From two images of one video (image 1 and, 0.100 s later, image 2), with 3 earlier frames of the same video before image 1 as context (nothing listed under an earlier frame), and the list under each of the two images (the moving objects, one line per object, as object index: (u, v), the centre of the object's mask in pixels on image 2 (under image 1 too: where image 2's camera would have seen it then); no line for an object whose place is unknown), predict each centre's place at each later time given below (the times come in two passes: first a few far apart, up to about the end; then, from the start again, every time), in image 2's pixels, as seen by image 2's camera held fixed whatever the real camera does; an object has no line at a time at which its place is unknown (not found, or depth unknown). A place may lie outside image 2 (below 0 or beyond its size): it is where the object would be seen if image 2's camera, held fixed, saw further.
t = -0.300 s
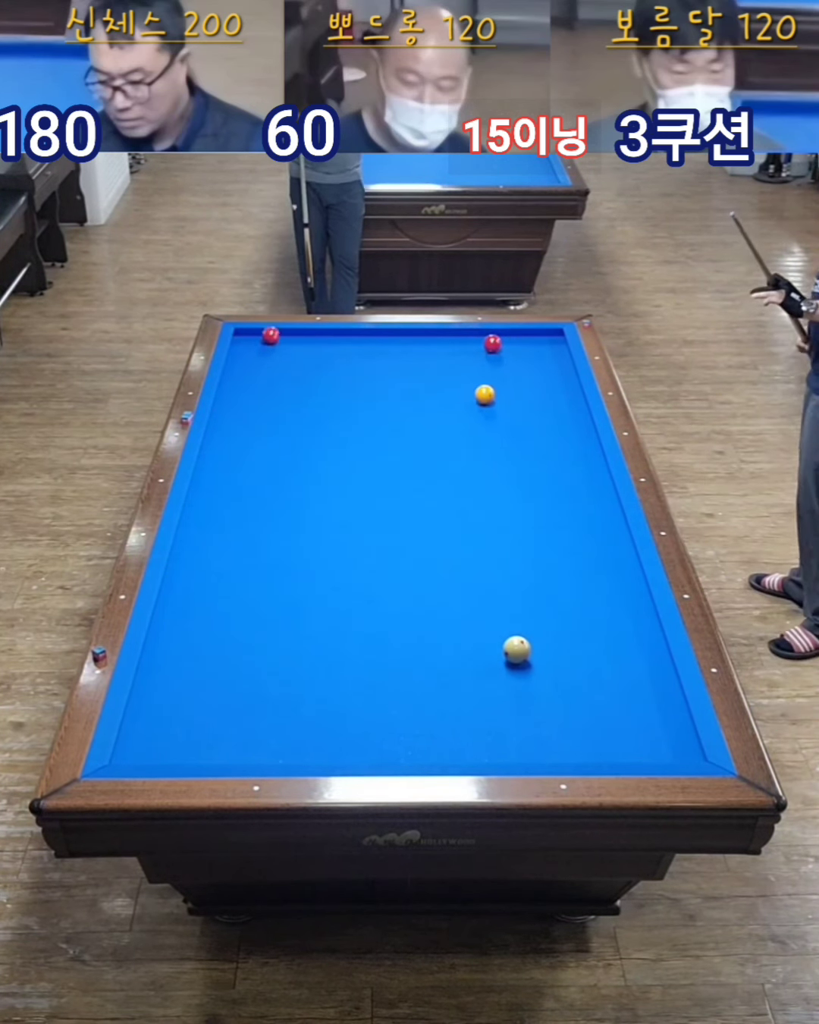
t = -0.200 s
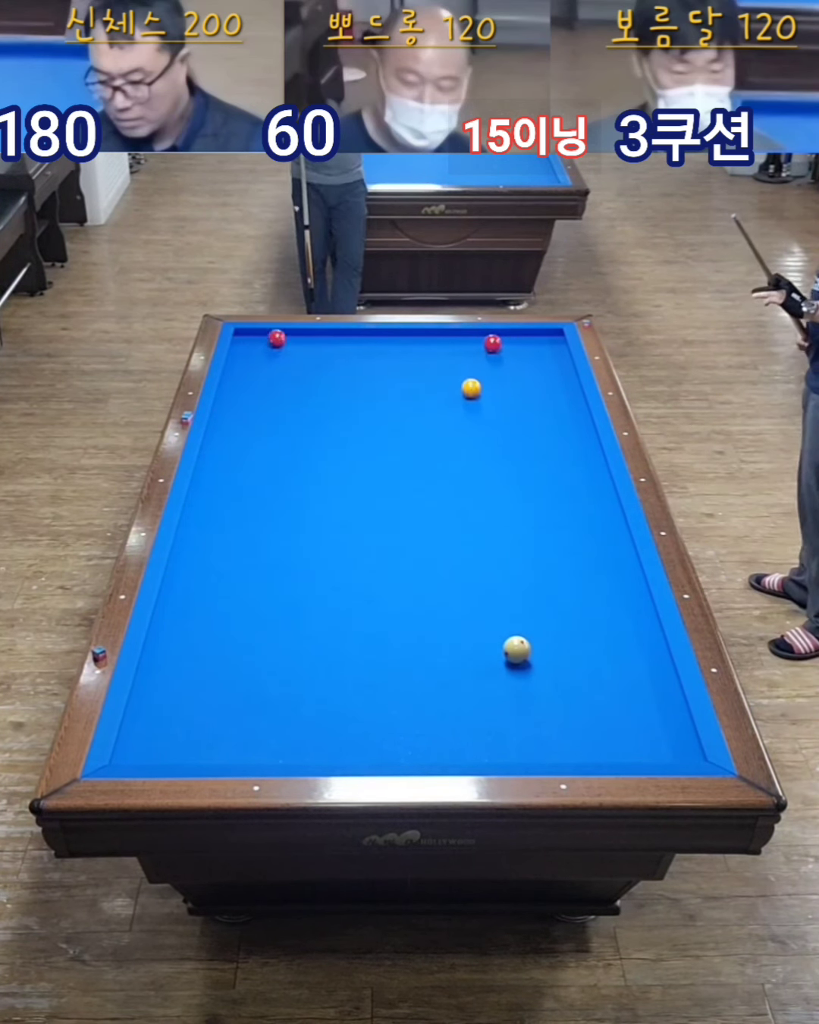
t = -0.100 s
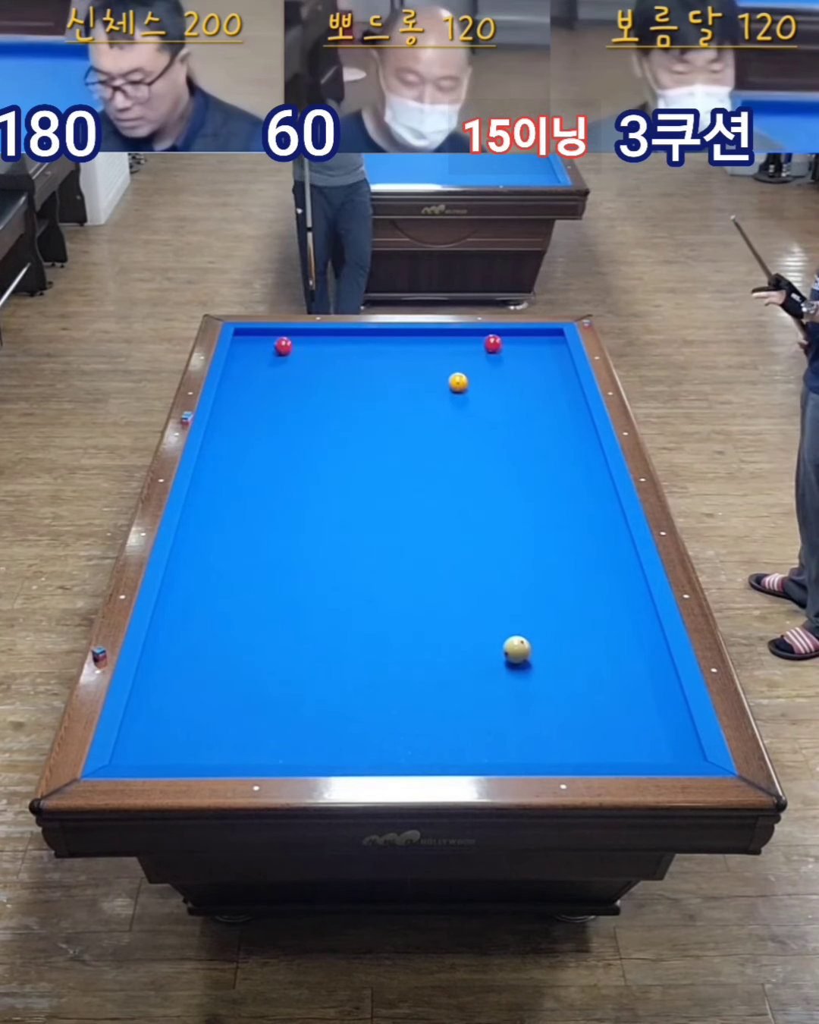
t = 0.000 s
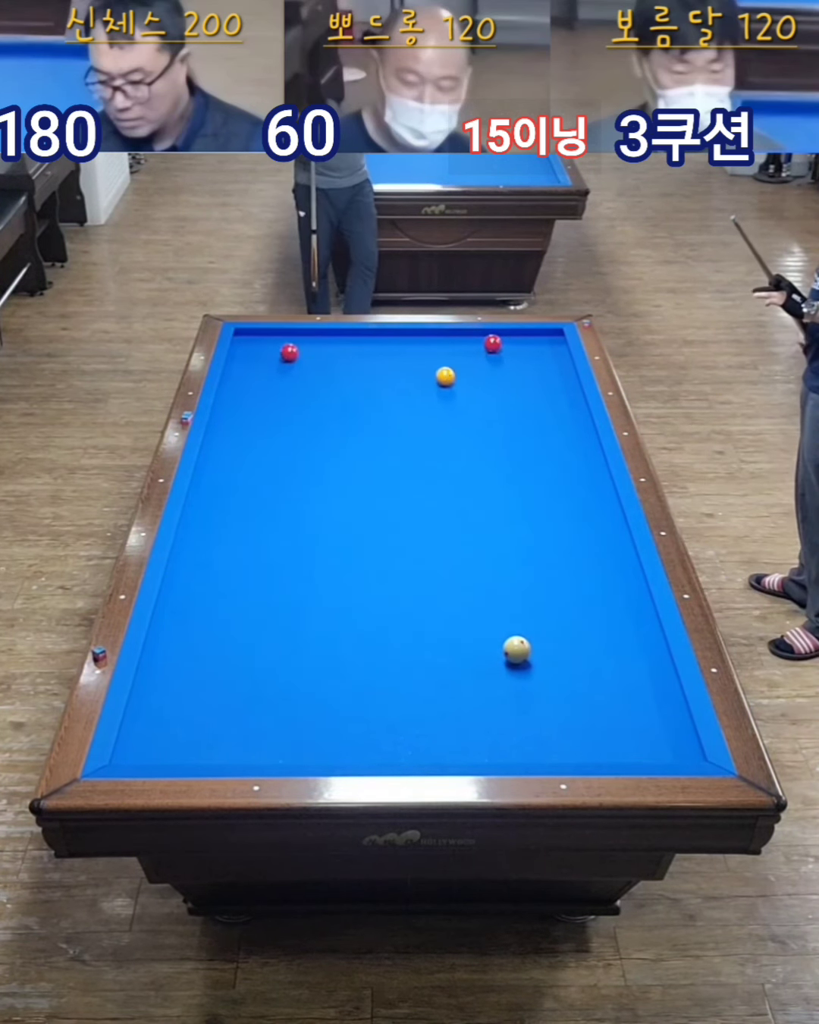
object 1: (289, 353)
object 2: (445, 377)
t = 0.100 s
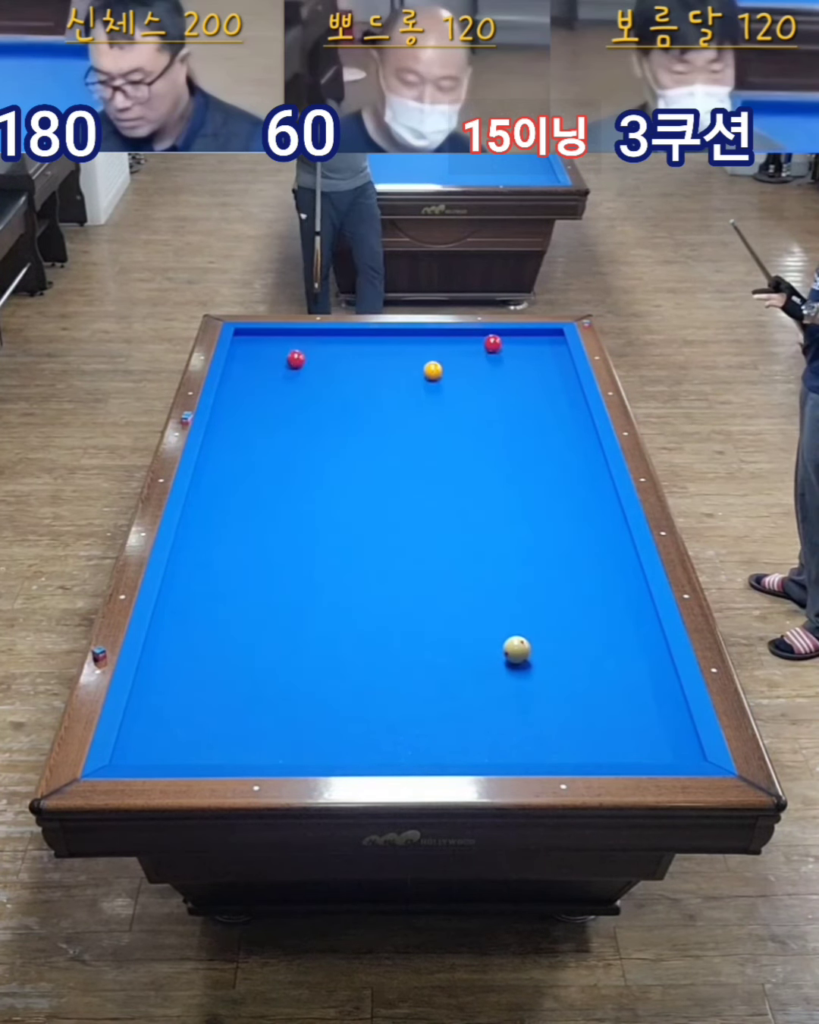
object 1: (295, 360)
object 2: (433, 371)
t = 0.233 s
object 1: (304, 369)
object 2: (417, 363)
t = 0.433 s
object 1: (317, 383)
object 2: (393, 353)
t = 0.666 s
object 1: (333, 399)
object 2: (368, 341)
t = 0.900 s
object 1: (349, 417)
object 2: (345, 334)
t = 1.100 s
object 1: (364, 432)
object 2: (332, 339)
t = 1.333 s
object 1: (381, 452)
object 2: (315, 344)
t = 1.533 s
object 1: (397, 468)
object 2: (302, 349)
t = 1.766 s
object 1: (416, 488)
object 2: (286, 354)
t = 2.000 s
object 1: (435, 509)
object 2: (270, 359)
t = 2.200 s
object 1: (453, 528)
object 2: (257, 363)
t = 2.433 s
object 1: (474, 551)
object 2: (242, 368)
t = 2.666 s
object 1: (496, 574)
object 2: (234, 373)
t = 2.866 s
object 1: (516, 596)
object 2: (239, 376)
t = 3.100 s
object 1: (539, 621)
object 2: (245, 380)
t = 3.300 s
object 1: (560, 643)
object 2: (249, 382)
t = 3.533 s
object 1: (586, 671)
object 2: (255, 386)
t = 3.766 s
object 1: (613, 700)
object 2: (260, 389)
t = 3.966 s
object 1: (636, 725)
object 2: (265, 391)
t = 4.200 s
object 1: (665, 752)
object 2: (270, 394)
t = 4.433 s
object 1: (673, 739)
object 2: (275, 396)
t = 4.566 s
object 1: (677, 730)
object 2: (277, 397)
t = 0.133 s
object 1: (298, 362)
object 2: (429, 369)
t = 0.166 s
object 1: (300, 364)
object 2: (425, 367)
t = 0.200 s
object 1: (302, 367)
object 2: (421, 365)
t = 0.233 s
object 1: (304, 369)
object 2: (417, 363)
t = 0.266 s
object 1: (306, 371)
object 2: (413, 362)
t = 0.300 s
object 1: (308, 373)
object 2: (409, 360)
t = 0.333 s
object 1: (310, 376)
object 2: (405, 358)
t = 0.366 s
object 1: (313, 378)
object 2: (401, 356)
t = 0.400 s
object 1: (315, 380)
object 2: (397, 354)
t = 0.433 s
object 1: (317, 383)
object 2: (393, 353)
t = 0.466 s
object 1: (319, 385)
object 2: (390, 351)
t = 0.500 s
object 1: (322, 387)
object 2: (386, 349)
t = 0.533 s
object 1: (324, 390)
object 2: (382, 348)
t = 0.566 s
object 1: (326, 392)
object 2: (379, 346)
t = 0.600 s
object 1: (328, 394)
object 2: (375, 344)
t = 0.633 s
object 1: (331, 397)
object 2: (371, 343)
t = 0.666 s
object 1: (333, 399)
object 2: (368, 341)
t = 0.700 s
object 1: (335, 402)
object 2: (364, 339)
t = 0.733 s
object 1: (337, 404)
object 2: (361, 338)
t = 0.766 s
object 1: (340, 407)
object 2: (357, 336)
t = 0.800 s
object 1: (342, 409)
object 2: (354, 335)
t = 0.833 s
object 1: (344, 412)
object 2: (350, 333)
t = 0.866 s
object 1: (347, 414)
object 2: (348, 333)
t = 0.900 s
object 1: (349, 417)
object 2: (345, 334)
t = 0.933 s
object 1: (352, 419)
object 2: (343, 335)
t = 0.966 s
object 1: (354, 422)
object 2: (341, 336)
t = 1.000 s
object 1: (357, 425)
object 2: (338, 337)
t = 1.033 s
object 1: (359, 427)
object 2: (336, 337)
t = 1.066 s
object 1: (361, 430)
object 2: (334, 338)
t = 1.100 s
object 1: (364, 432)
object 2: (332, 339)
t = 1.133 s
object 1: (366, 435)
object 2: (329, 340)
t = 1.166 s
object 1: (369, 437)
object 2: (327, 340)
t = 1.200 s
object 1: (371, 440)
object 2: (325, 341)
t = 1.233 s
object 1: (374, 443)
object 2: (322, 342)
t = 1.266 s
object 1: (377, 446)
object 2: (320, 343)
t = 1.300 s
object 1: (379, 449)
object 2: (318, 343)
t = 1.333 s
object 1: (381, 452)
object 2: (315, 344)
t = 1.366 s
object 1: (384, 454)
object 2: (313, 345)
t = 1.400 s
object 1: (387, 456)
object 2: (310, 346)
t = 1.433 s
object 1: (389, 460)
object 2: (308, 346)
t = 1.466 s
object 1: (392, 462)
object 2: (306, 347)
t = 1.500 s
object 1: (395, 465)
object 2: (304, 348)
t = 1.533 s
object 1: (397, 468)
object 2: (302, 349)
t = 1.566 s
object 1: (400, 471)
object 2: (299, 350)
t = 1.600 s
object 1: (402, 474)
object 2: (297, 350)
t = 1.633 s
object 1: (405, 476)
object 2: (295, 351)
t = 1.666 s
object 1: (408, 479)
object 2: (293, 352)
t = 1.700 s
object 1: (410, 482)
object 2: (290, 352)
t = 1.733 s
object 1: (413, 485)
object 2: (288, 353)
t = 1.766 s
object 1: (416, 488)
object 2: (286, 354)
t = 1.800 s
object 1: (419, 491)
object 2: (284, 354)
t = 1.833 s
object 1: (421, 494)
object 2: (281, 355)
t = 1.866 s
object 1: (424, 497)
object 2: (279, 356)
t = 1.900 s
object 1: (427, 500)
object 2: (277, 357)
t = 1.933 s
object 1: (430, 503)
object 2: (275, 357)
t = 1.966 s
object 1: (432, 506)
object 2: (272, 358)
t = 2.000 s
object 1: (435, 509)
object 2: (270, 359)
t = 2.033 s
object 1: (438, 512)
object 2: (268, 359)
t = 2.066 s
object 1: (441, 516)
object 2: (266, 360)
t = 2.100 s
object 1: (444, 519)
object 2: (264, 361)
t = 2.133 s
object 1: (447, 522)
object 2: (261, 362)
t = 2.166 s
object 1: (450, 525)
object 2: (259, 363)
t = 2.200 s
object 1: (453, 528)
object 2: (257, 363)
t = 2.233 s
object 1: (456, 531)
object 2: (255, 364)
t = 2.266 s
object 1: (459, 535)
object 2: (253, 365)
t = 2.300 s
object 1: (462, 538)
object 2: (251, 365)
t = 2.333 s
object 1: (465, 541)
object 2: (249, 366)
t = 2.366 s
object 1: (468, 544)
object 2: (246, 367)
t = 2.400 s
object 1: (471, 548)
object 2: (244, 367)
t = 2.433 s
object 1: (474, 551)
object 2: (242, 368)
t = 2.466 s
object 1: (477, 554)
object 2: (240, 369)
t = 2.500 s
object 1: (480, 557)
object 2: (238, 369)
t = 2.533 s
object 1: (483, 561)
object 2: (236, 370)
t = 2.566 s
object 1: (486, 564)
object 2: (234, 371)
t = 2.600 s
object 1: (490, 568)
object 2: (232, 372)
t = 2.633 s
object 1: (493, 571)
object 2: (233, 372)
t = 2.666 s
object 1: (496, 574)
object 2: (234, 373)
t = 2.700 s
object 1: (499, 578)
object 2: (234, 373)
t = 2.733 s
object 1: (502, 581)
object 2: (235, 374)
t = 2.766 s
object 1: (506, 585)
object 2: (236, 374)
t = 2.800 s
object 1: (509, 588)
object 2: (237, 375)
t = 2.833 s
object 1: (512, 592)
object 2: (238, 375)
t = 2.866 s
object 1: (516, 596)
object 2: (239, 376)
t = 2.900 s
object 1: (519, 599)
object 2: (240, 376)
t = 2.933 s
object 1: (522, 602)
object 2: (241, 377)
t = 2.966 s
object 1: (526, 606)
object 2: (241, 377)
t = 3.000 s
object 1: (529, 610)
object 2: (242, 378)
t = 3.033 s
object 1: (532, 614)
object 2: (243, 378)
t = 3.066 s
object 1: (536, 617)
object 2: (244, 379)
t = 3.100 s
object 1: (539, 621)
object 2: (245, 380)
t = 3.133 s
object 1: (543, 625)
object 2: (245, 380)
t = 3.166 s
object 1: (546, 628)
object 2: (246, 380)
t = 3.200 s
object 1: (549, 632)
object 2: (247, 381)
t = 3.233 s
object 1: (553, 636)
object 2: (248, 381)
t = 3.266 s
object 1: (556, 639)
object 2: (249, 382)
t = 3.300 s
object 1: (560, 643)
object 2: (249, 382)
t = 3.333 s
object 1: (564, 647)
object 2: (250, 383)
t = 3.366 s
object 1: (567, 651)
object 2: (251, 383)
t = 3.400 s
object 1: (571, 655)
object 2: (252, 384)
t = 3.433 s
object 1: (575, 659)
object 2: (253, 384)
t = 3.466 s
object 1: (578, 663)
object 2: (254, 385)
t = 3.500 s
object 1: (582, 667)
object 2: (254, 385)
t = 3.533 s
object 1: (586, 671)
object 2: (255, 386)
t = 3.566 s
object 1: (590, 675)
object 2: (256, 386)
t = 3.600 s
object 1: (593, 680)
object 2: (257, 386)
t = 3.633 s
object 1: (597, 683)
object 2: (257, 387)
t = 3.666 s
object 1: (601, 687)
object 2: (258, 387)
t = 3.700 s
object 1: (605, 691)
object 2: (259, 388)
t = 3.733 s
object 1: (609, 696)
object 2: (260, 388)
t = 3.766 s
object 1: (613, 700)
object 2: (260, 389)
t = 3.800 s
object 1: (616, 704)
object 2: (261, 389)
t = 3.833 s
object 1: (620, 708)
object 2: (262, 389)
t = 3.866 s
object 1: (624, 712)
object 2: (263, 390)
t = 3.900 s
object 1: (628, 716)
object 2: (263, 390)
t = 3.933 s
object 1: (632, 721)
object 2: (264, 390)
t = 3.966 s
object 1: (636, 725)
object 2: (265, 391)
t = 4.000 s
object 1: (640, 730)
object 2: (266, 392)
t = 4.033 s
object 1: (644, 734)
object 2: (266, 392)
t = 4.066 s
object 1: (648, 738)
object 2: (267, 392)
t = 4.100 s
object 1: (653, 743)
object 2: (268, 392)
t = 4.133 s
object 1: (657, 747)
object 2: (268, 393)
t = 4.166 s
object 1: (661, 749)
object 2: (269, 393)
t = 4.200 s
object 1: (665, 752)
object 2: (270, 394)
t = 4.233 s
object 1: (666, 750)
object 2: (270, 394)
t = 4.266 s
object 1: (667, 748)
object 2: (271, 394)
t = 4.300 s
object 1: (668, 747)
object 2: (272, 395)
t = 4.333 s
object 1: (669, 746)
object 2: (273, 395)
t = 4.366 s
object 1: (670, 744)
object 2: (273, 395)
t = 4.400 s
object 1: (671, 741)
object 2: (274, 396)
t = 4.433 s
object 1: (673, 739)
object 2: (275, 396)
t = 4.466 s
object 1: (674, 737)
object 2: (275, 396)
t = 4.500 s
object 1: (675, 734)
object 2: (276, 397)
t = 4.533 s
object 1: (676, 732)
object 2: (277, 397)
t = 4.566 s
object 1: (677, 730)
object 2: (277, 397)
